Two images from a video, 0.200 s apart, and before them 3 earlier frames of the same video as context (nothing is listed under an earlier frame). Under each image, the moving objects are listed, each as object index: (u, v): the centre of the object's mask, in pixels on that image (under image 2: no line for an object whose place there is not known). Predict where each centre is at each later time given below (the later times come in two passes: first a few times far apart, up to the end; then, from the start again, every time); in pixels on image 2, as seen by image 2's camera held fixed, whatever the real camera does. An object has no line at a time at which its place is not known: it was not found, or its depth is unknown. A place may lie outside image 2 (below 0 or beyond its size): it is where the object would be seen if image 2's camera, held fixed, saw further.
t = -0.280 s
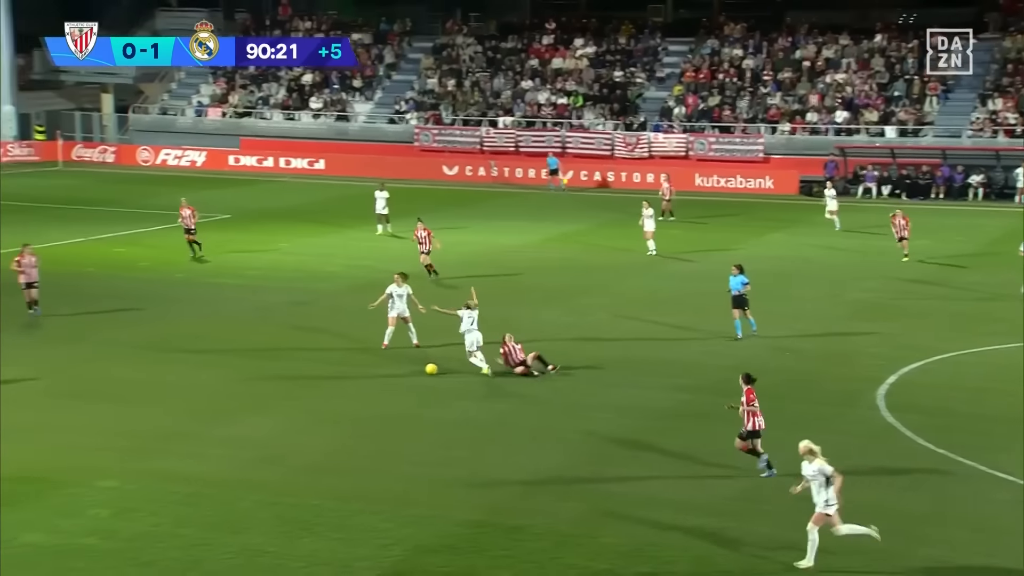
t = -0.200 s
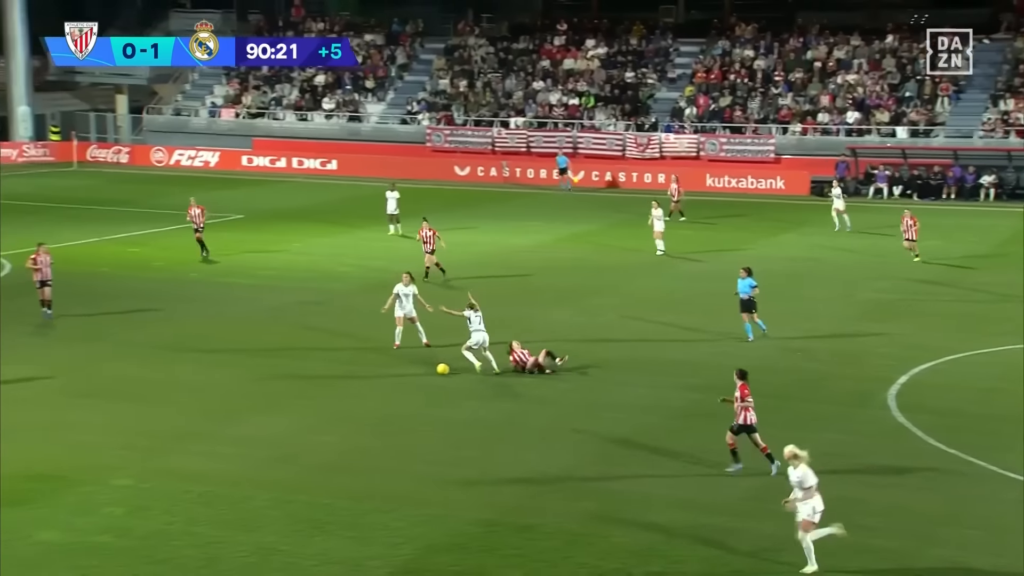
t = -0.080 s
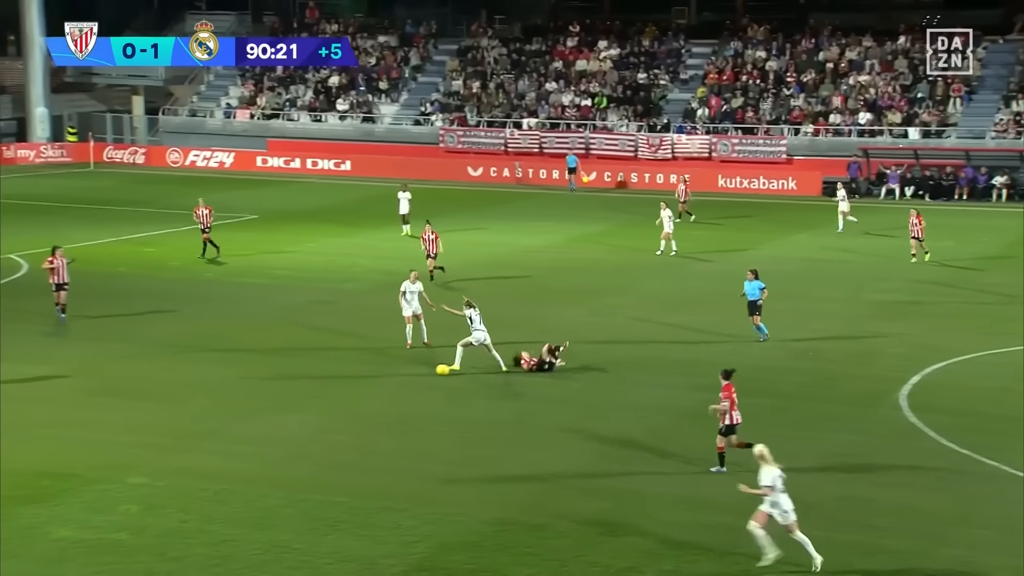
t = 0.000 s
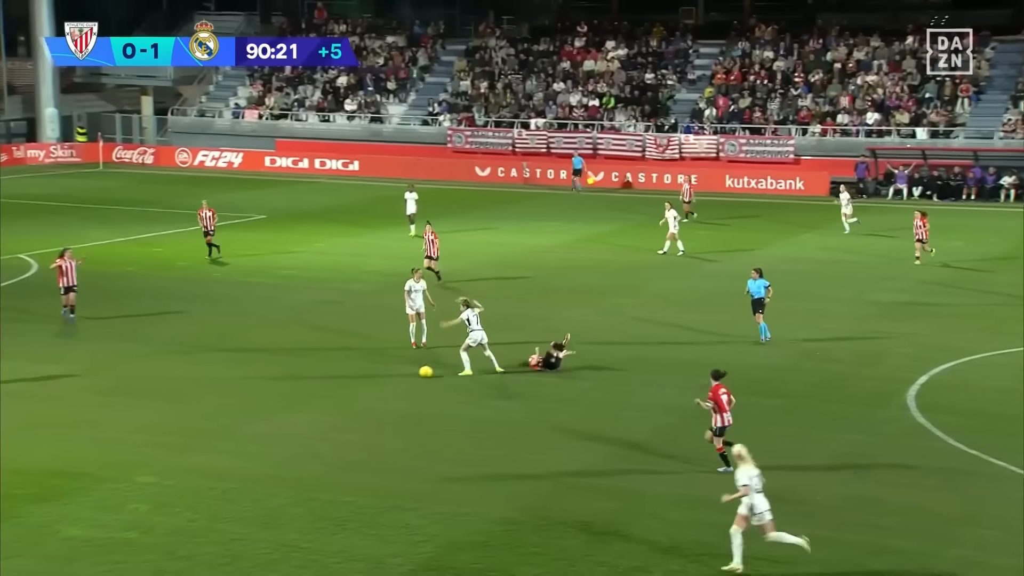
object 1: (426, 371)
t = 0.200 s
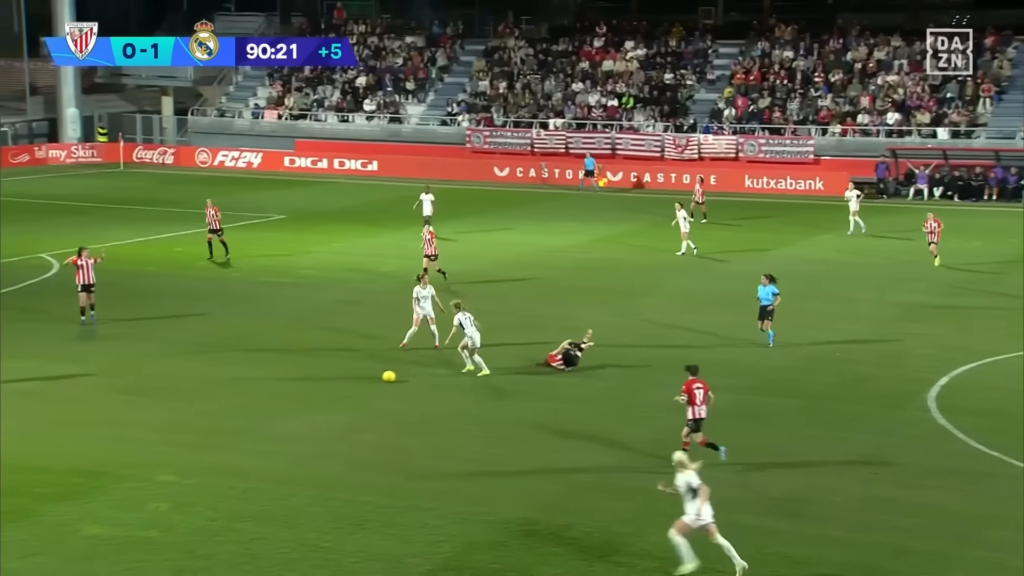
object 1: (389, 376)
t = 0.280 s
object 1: (369, 378)
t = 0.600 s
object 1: (303, 384)
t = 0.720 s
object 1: (281, 386)
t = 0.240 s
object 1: (379, 377)
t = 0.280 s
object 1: (369, 378)
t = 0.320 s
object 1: (360, 379)
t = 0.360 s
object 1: (351, 380)
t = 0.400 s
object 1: (342, 380)
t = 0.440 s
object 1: (334, 381)
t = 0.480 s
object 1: (326, 382)
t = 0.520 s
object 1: (319, 383)
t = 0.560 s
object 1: (311, 383)
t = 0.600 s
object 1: (303, 384)
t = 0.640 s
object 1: (295, 385)
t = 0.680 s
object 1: (288, 385)
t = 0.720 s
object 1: (281, 386)
